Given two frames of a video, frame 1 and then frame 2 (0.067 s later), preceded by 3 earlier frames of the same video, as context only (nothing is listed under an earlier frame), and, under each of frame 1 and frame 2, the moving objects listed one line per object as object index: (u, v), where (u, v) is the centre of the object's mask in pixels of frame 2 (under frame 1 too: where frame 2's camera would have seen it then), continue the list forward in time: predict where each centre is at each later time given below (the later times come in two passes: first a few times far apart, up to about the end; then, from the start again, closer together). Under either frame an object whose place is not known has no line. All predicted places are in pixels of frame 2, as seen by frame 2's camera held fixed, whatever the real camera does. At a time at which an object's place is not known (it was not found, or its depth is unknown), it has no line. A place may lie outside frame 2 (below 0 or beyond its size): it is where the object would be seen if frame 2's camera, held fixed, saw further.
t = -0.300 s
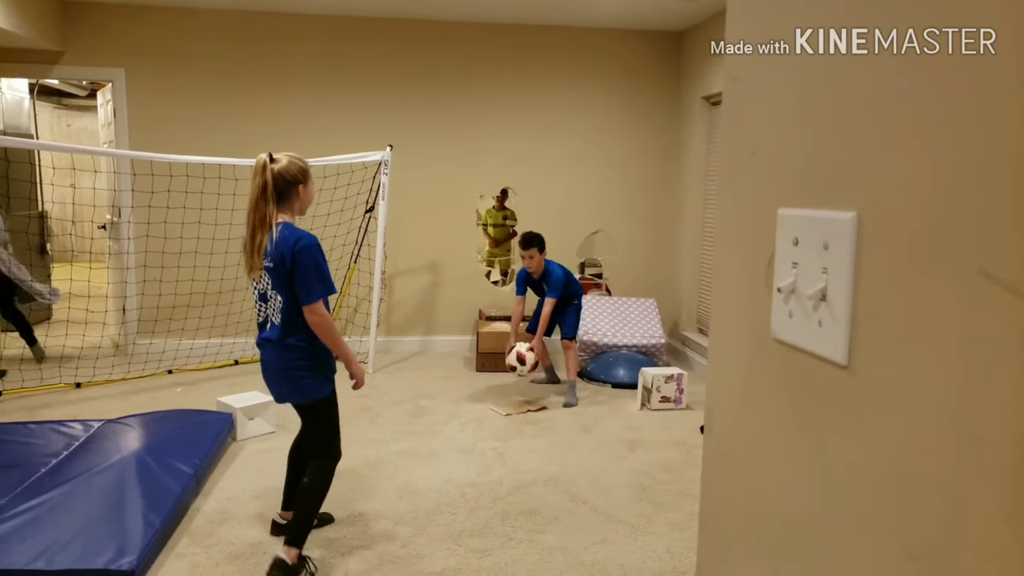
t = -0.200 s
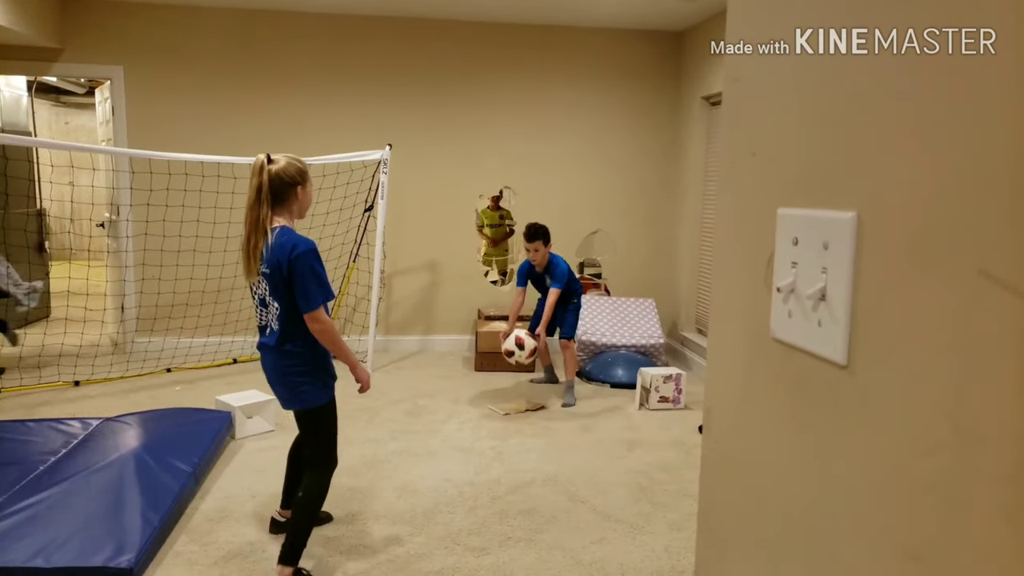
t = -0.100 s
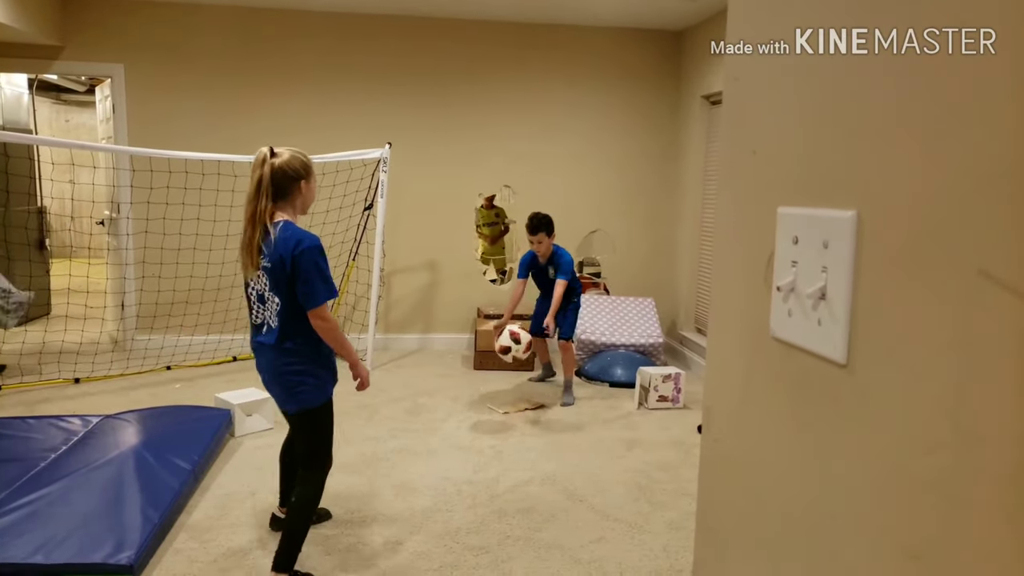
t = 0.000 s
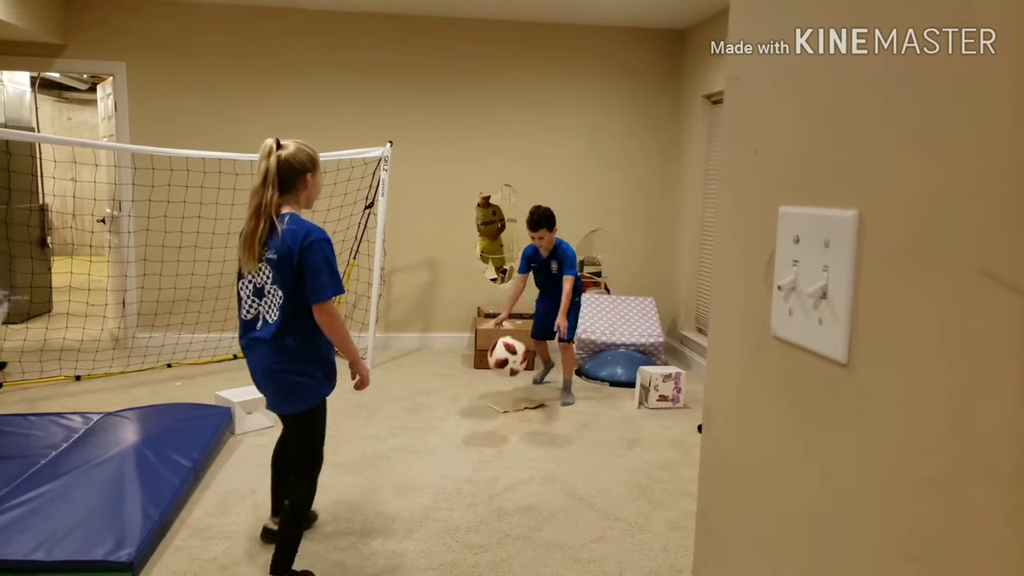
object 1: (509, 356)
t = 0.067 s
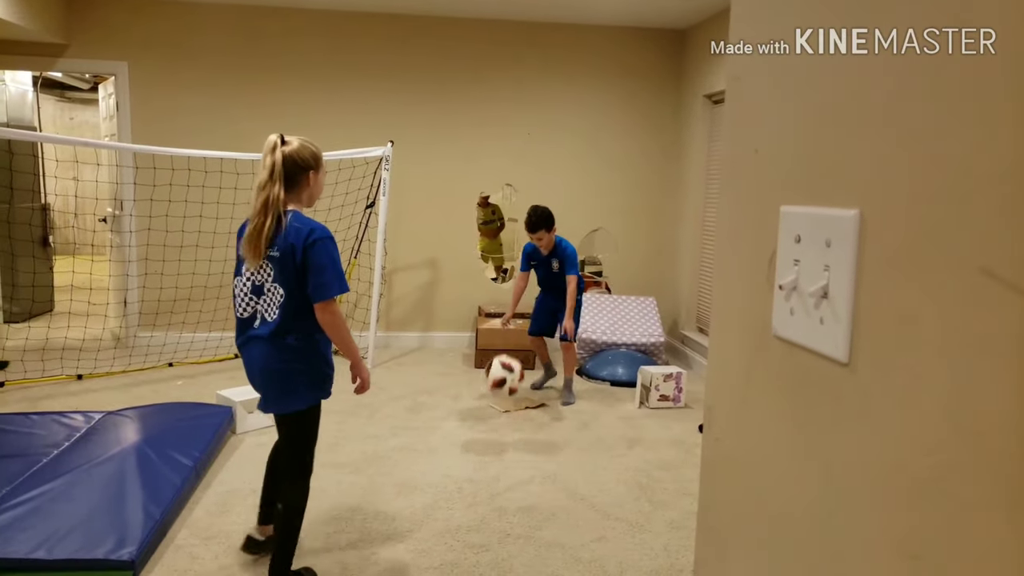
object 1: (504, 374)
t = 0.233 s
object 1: (492, 428)
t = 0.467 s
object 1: (478, 432)
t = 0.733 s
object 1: (460, 469)
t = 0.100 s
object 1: (502, 389)
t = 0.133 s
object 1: (499, 405)
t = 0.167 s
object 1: (496, 426)
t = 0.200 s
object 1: (494, 436)
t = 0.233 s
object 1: (492, 428)
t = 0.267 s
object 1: (490, 423)
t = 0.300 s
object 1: (488, 419)
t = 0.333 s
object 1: (486, 417)
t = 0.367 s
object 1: (485, 418)
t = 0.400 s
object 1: (483, 420)
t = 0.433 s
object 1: (481, 425)
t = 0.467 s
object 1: (478, 432)
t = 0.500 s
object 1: (476, 441)
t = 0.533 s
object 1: (473, 455)
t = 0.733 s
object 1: (460, 469)
